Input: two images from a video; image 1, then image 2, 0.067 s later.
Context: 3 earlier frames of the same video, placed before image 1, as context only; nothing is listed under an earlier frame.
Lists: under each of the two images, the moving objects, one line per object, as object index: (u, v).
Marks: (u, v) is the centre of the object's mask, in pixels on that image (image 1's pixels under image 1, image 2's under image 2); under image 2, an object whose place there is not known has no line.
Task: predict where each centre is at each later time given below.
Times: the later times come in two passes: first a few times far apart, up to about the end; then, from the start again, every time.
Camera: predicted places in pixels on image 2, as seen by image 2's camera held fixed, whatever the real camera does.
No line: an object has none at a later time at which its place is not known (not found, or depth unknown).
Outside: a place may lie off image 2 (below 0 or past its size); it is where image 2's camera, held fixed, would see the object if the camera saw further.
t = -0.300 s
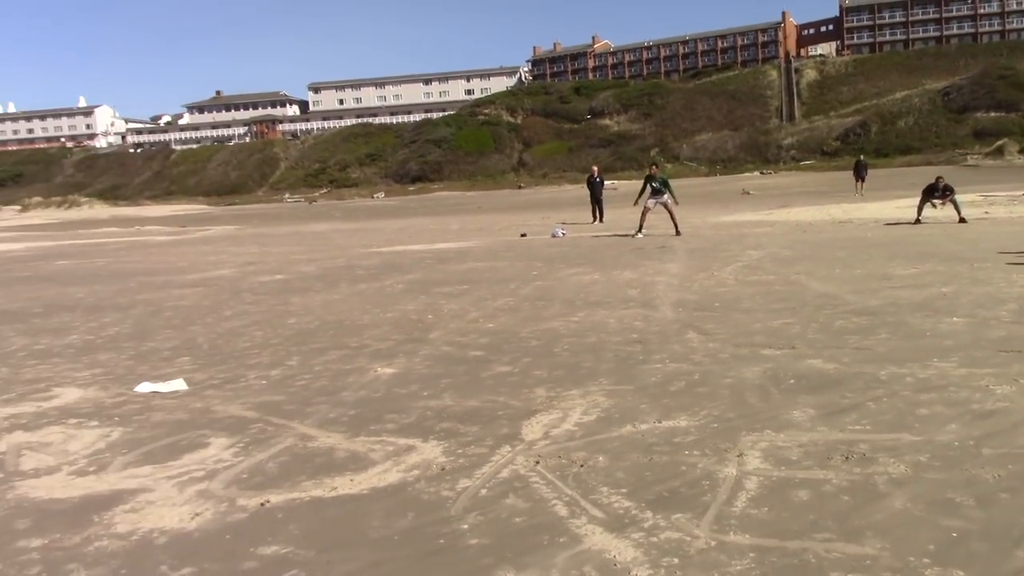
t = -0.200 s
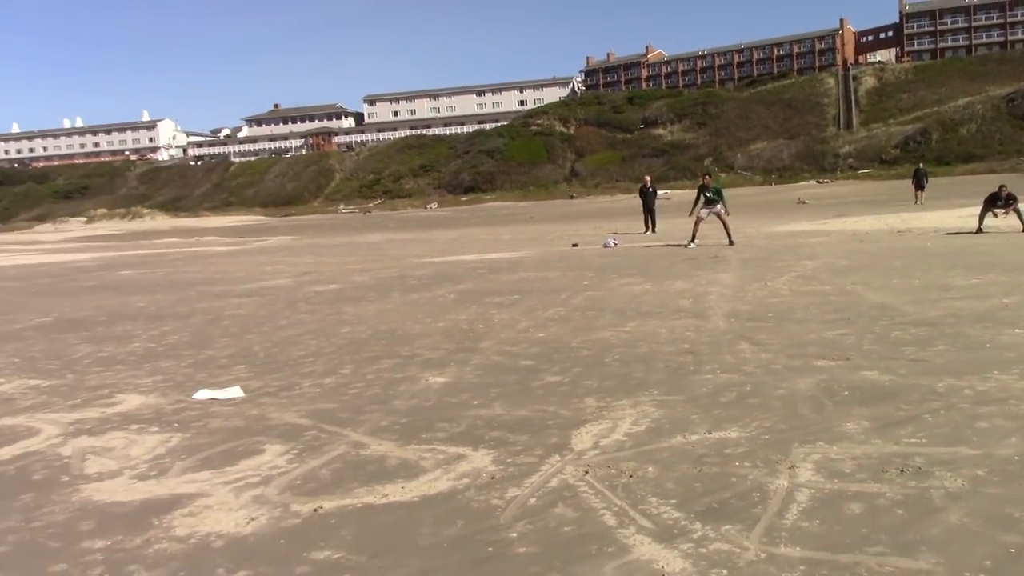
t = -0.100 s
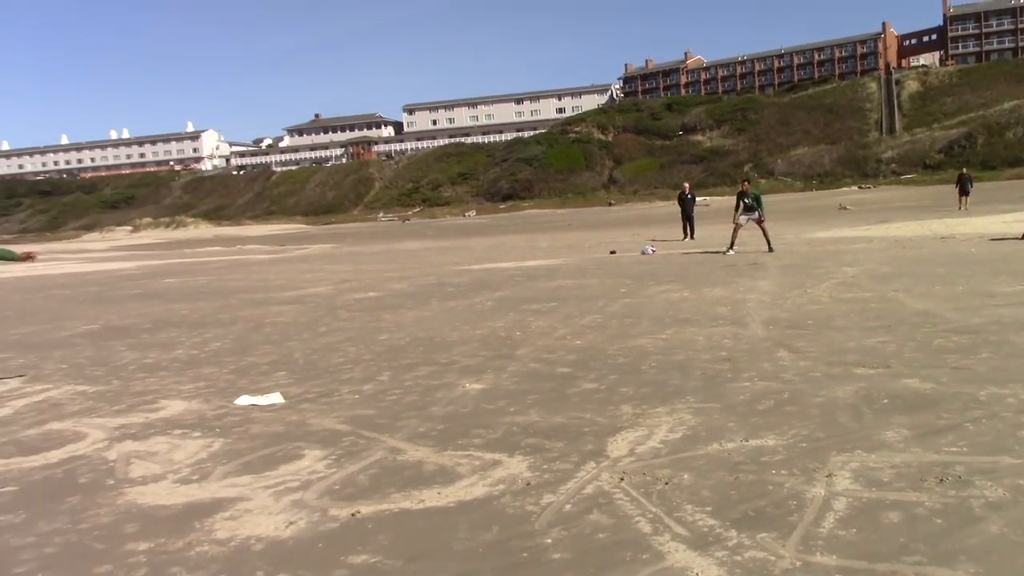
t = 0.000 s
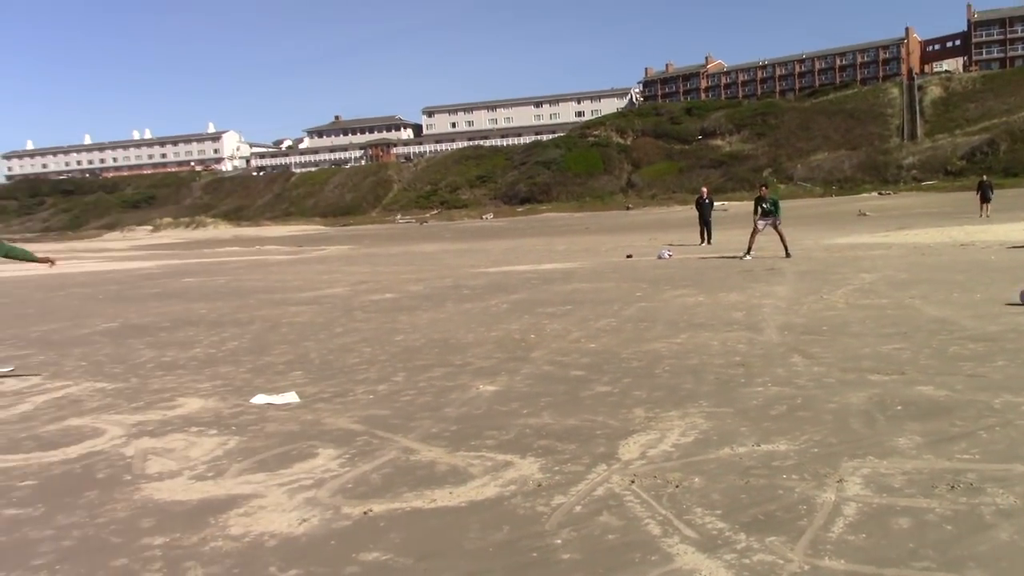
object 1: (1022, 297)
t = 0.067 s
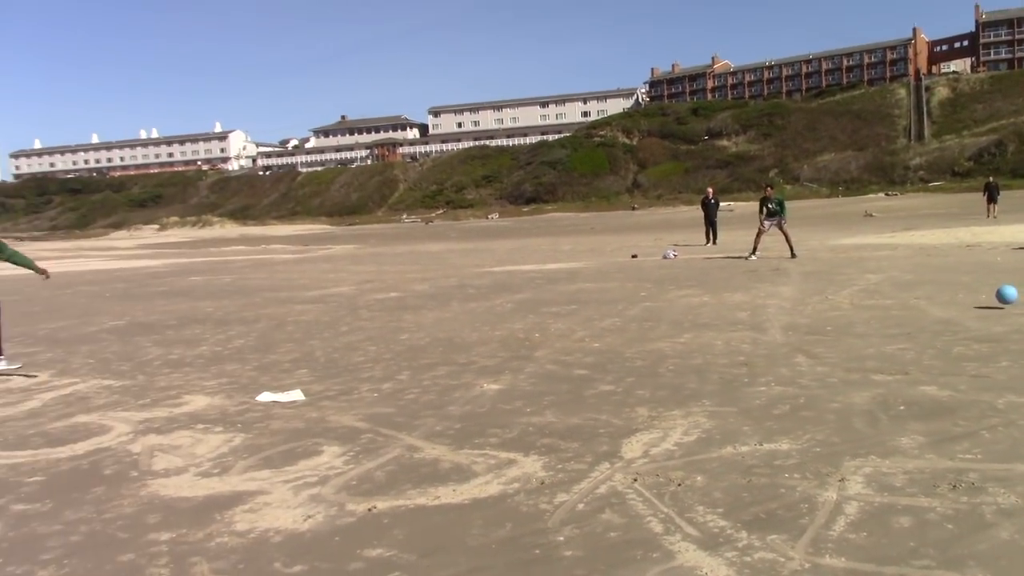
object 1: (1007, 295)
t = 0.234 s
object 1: (933, 307)
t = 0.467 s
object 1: (832, 313)
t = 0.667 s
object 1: (746, 318)
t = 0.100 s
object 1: (992, 295)
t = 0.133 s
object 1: (977, 297)
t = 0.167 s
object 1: (963, 299)
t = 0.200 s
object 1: (948, 302)
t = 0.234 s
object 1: (933, 307)
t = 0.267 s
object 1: (919, 305)
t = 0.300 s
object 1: (903, 303)
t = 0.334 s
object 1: (888, 303)
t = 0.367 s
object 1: (874, 304)
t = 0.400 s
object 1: (860, 306)
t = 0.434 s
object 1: (846, 309)
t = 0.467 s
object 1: (832, 313)
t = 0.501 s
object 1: (818, 319)
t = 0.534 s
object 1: (804, 318)
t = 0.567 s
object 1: (789, 316)
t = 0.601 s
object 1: (774, 315)
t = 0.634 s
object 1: (760, 316)
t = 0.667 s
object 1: (746, 318)
